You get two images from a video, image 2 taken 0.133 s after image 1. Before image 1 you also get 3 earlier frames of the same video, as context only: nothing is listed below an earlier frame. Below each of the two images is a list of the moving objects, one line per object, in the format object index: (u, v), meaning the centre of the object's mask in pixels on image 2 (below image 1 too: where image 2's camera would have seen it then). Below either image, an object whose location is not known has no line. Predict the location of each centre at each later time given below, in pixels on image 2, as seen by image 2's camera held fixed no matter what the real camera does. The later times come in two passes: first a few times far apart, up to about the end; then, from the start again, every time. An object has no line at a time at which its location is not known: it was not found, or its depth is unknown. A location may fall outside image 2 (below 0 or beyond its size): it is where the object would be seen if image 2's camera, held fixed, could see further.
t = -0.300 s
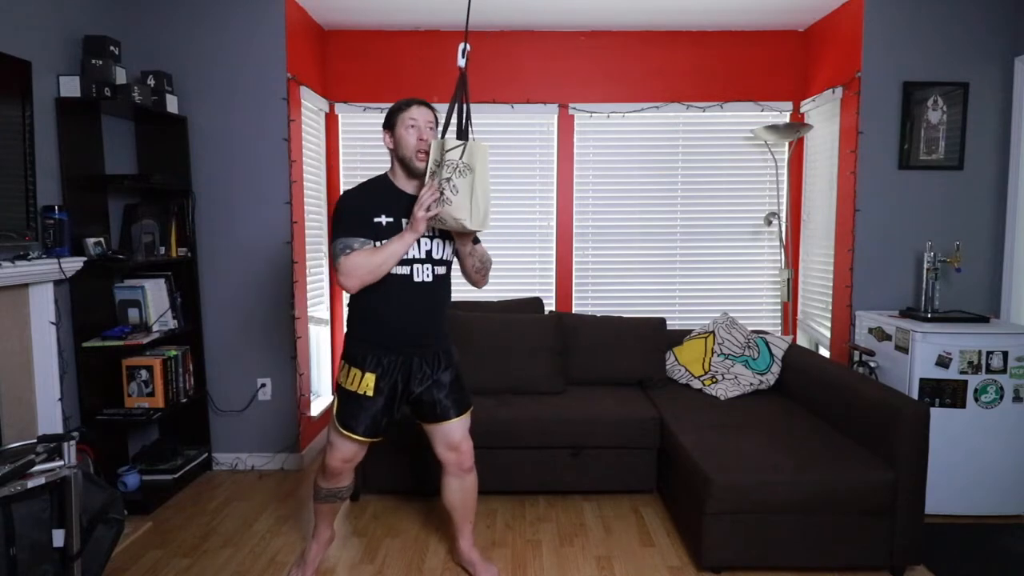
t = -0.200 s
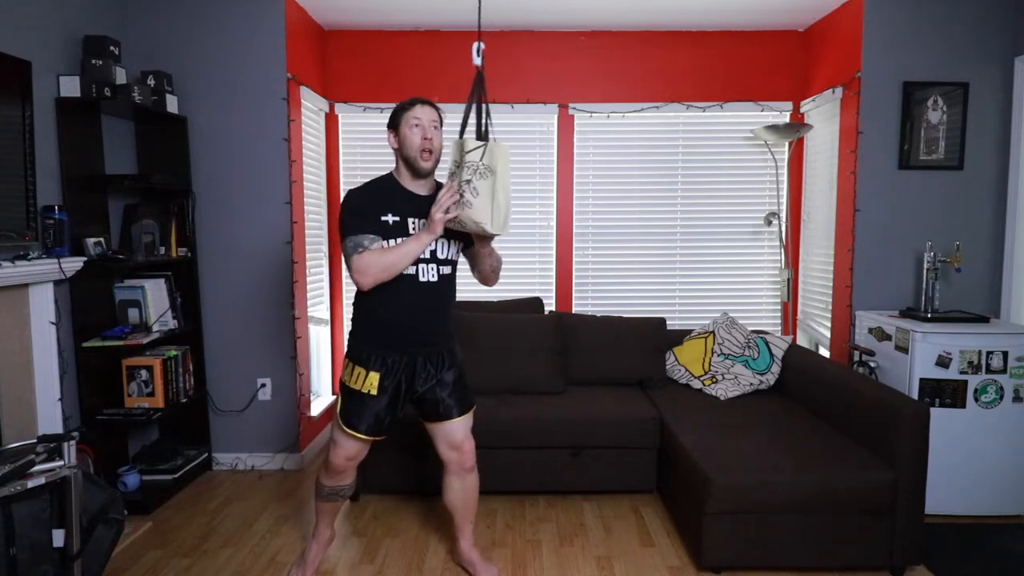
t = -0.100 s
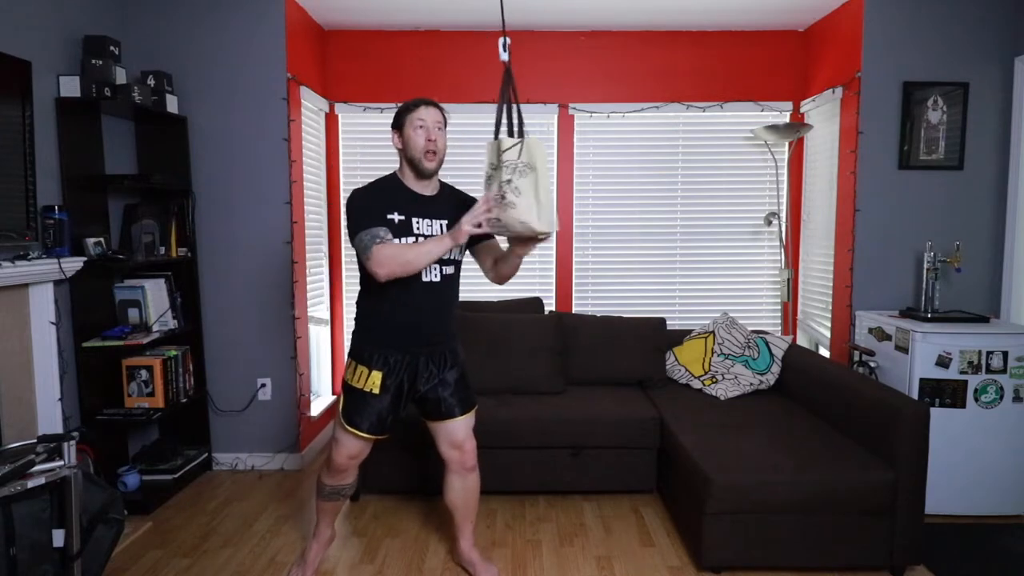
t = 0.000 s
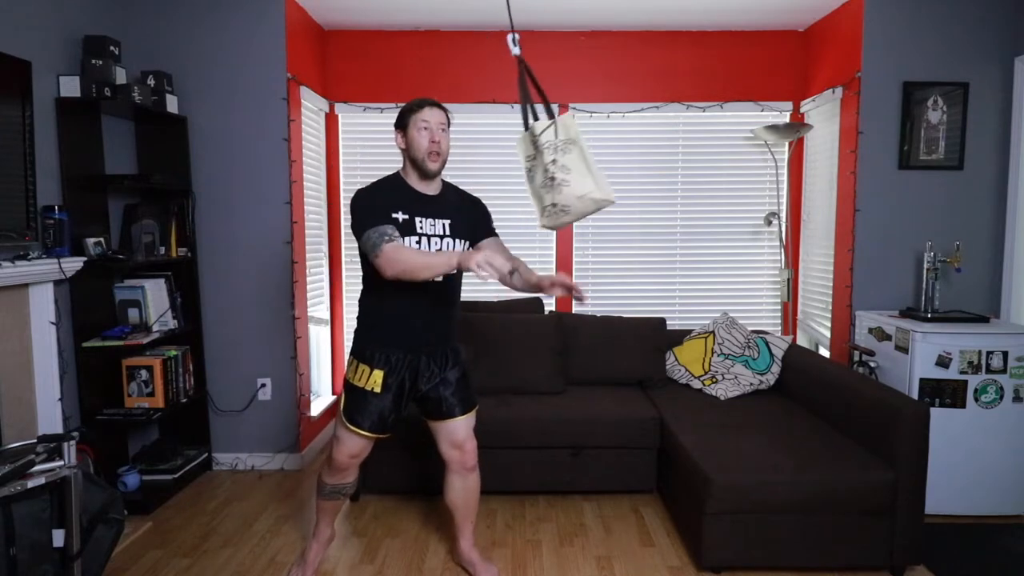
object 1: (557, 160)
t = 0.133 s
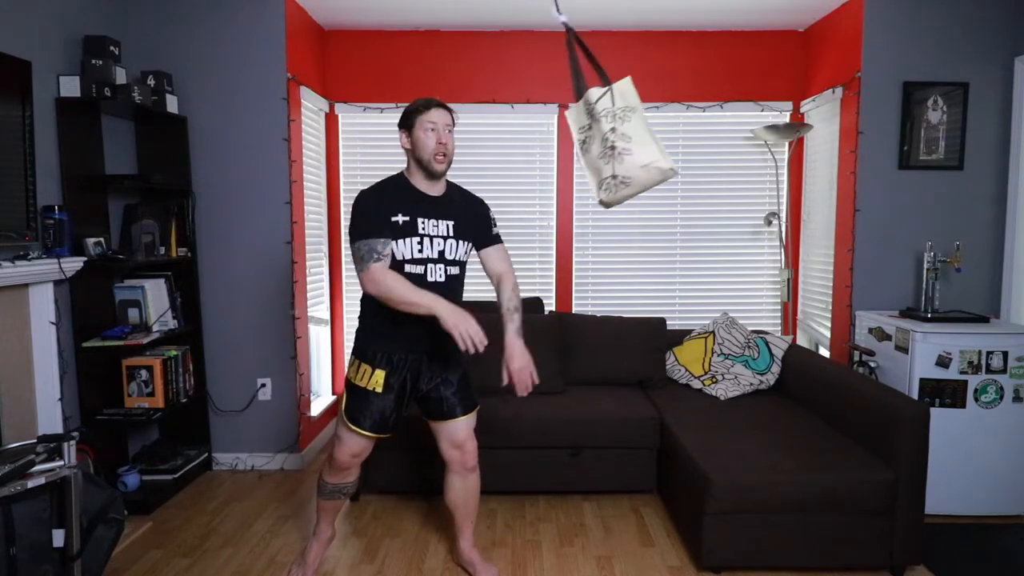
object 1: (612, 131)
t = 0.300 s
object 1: (646, 102)
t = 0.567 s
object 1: (614, 120)
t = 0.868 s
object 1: (485, 172)
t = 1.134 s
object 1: (401, 156)
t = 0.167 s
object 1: (622, 122)
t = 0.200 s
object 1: (630, 114)
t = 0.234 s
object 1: (638, 109)
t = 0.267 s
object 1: (644, 105)
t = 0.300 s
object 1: (646, 102)
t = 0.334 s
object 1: (648, 100)
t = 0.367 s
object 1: (647, 98)
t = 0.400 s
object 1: (646, 99)
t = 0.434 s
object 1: (643, 101)
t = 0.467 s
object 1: (638, 105)
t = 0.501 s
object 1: (632, 109)
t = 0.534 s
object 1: (624, 114)
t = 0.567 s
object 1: (614, 120)
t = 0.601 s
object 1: (602, 128)
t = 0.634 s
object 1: (589, 136)
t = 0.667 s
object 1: (575, 145)
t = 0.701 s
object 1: (559, 152)
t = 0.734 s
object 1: (543, 158)
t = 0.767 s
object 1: (529, 163)
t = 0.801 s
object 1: (514, 168)
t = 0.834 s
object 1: (499, 171)
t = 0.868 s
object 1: (485, 172)
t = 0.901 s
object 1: (472, 172)
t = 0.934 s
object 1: (459, 172)
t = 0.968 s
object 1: (446, 172)
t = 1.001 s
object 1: (435, 169)
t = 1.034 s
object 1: (424, 166)
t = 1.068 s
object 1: (415, 163)
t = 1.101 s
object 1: (408, 160)
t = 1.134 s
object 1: (401, 156)
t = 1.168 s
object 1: (396, 153)
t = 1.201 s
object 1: (392, 149)
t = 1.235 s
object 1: (388, 147)
